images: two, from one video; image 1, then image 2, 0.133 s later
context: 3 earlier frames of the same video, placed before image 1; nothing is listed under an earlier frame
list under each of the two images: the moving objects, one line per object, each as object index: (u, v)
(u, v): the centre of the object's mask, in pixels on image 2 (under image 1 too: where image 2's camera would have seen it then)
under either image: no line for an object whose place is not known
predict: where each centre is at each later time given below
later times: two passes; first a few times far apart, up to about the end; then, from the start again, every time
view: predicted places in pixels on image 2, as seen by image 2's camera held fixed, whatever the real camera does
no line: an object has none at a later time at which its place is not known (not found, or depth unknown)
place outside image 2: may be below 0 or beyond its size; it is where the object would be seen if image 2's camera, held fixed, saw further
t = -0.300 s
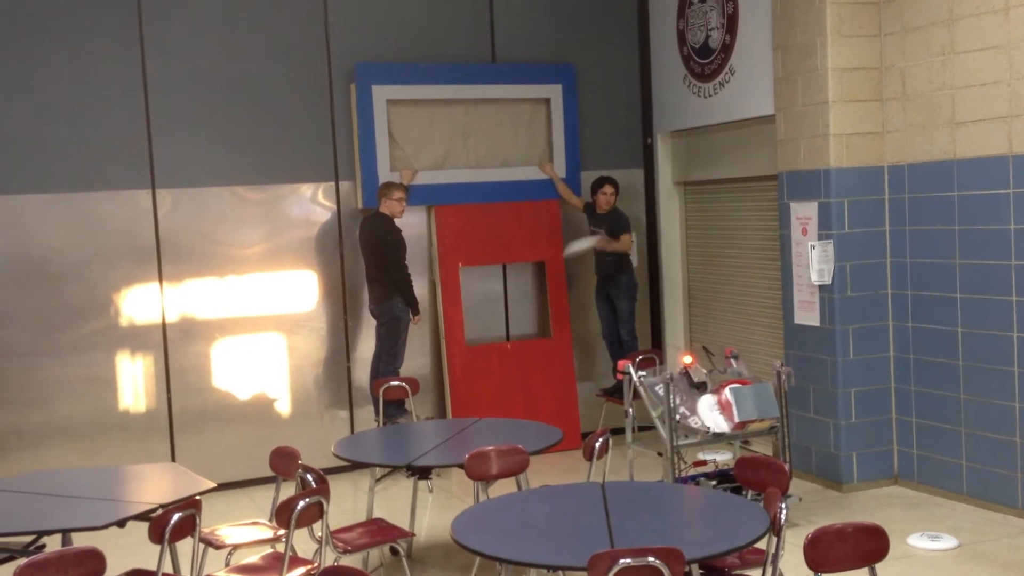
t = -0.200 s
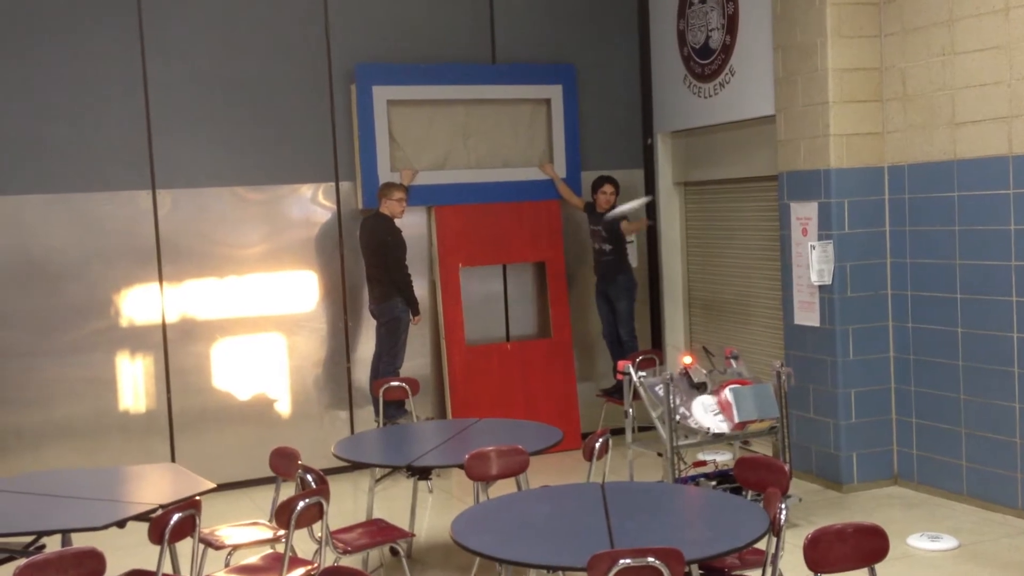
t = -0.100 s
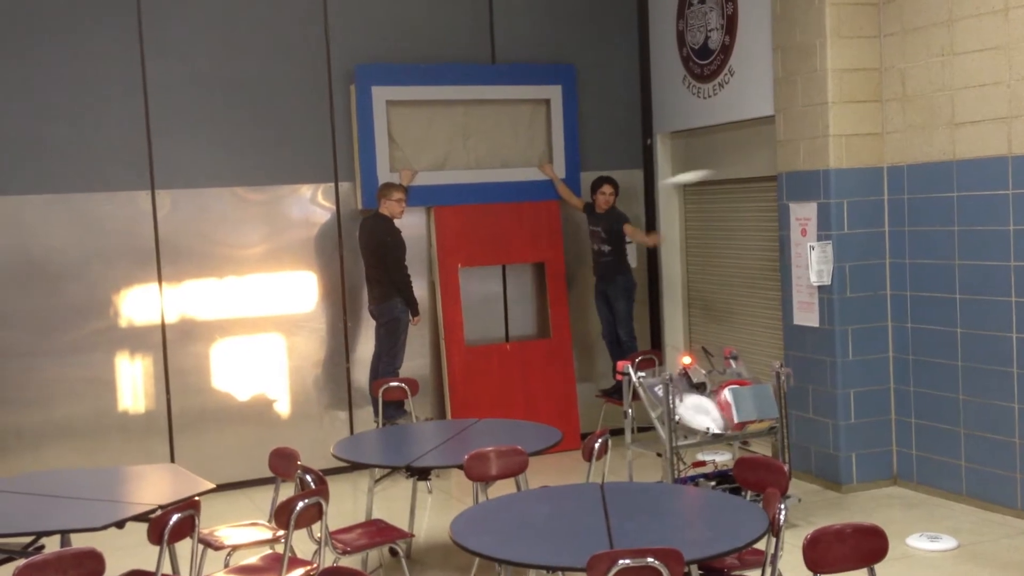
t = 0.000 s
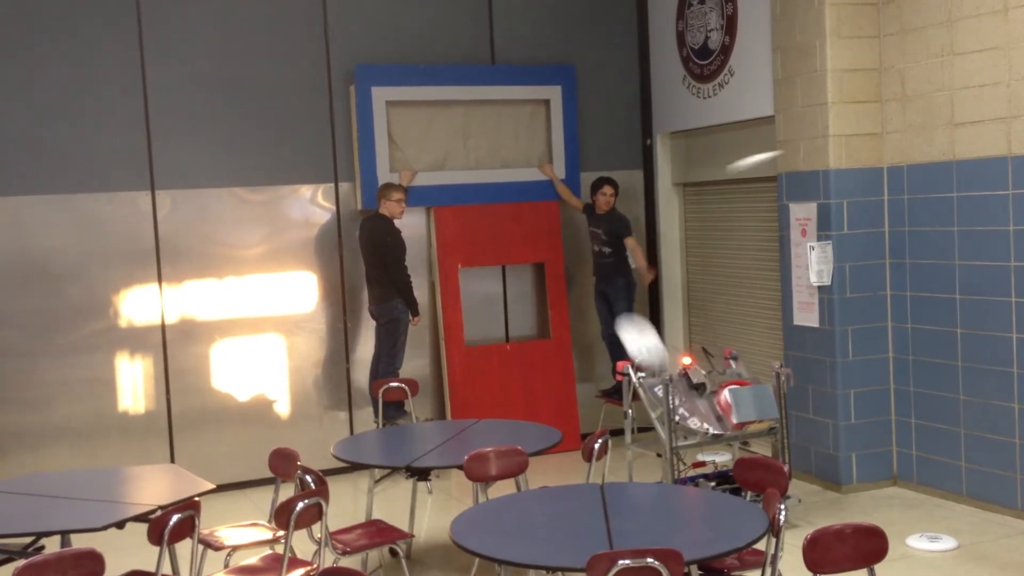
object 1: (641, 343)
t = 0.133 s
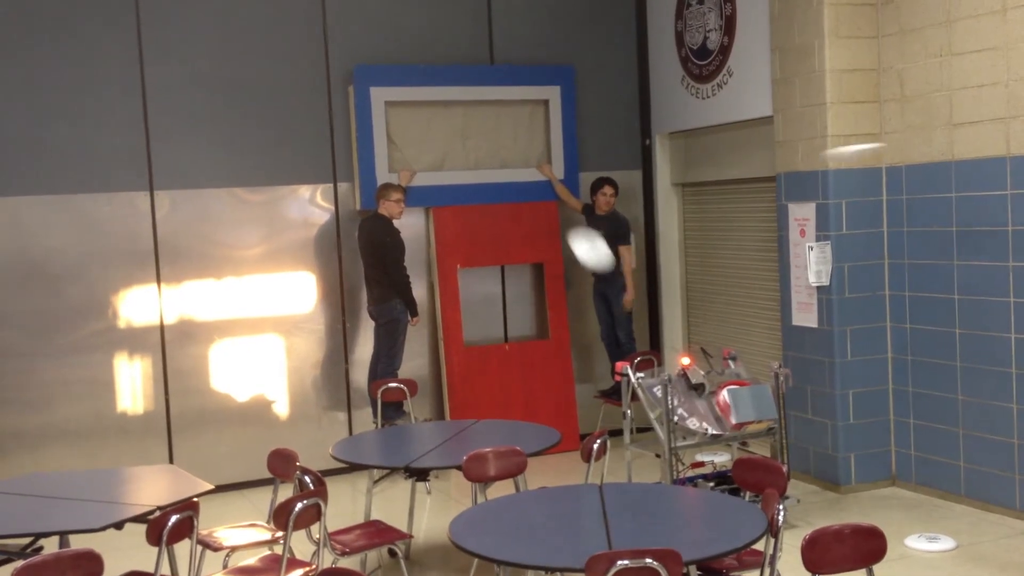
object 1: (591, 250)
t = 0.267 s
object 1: (550, 187)
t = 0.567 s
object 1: (487, 128)
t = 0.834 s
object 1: (507, 171)
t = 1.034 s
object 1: (537, 267)
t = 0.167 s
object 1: (580, 231)
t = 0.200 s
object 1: (570, 215)
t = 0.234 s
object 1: (560, 201)
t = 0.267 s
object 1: (550, 187)
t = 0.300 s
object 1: (542, 176)
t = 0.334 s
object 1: (533, 165)
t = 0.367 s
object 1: (526, 157)
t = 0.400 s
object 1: (519, 149)
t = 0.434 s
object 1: (511, 143)
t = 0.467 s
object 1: (505, 138)
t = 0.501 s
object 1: (498, 133)
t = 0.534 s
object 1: (492, 130)
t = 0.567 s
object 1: (487, 128)
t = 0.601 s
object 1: (483, 127)
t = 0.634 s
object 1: (483, 128)
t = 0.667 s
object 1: (487, 131)
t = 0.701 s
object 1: (491, 135)
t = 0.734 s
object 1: (496, 142)
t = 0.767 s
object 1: (499, 150)
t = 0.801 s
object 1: (503, 157)
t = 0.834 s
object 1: (507, 171)
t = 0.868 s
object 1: (511, 183)
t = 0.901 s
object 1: (517, 200)
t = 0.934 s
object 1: (520, 210)
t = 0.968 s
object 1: (525, 229)
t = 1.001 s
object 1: (531, 245)
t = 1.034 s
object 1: (537, 267)
